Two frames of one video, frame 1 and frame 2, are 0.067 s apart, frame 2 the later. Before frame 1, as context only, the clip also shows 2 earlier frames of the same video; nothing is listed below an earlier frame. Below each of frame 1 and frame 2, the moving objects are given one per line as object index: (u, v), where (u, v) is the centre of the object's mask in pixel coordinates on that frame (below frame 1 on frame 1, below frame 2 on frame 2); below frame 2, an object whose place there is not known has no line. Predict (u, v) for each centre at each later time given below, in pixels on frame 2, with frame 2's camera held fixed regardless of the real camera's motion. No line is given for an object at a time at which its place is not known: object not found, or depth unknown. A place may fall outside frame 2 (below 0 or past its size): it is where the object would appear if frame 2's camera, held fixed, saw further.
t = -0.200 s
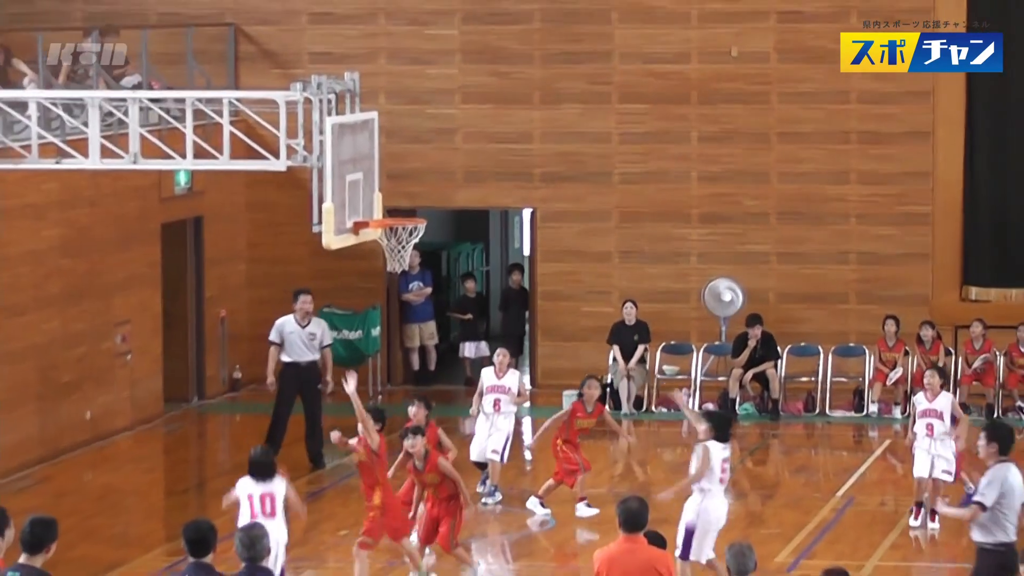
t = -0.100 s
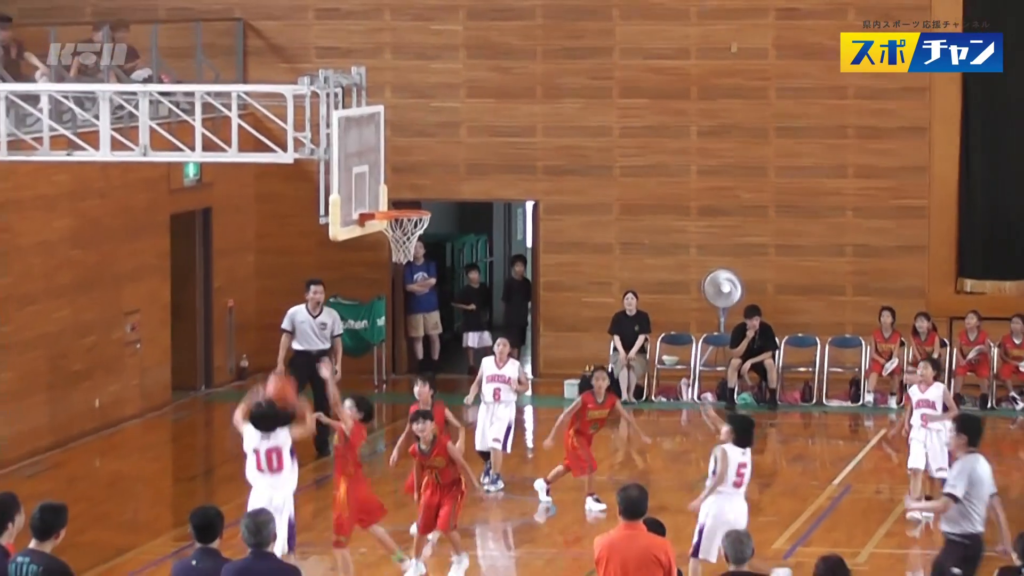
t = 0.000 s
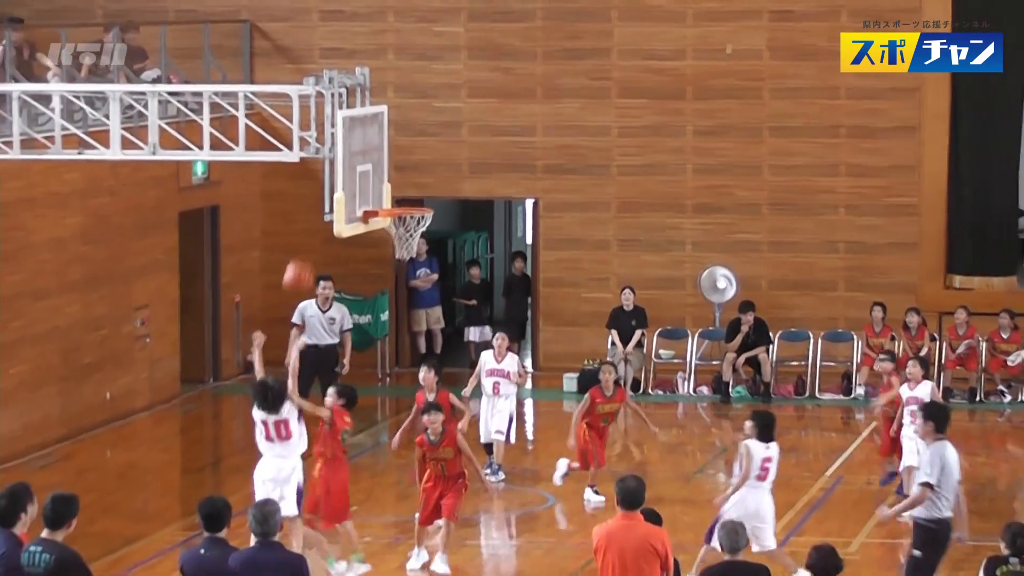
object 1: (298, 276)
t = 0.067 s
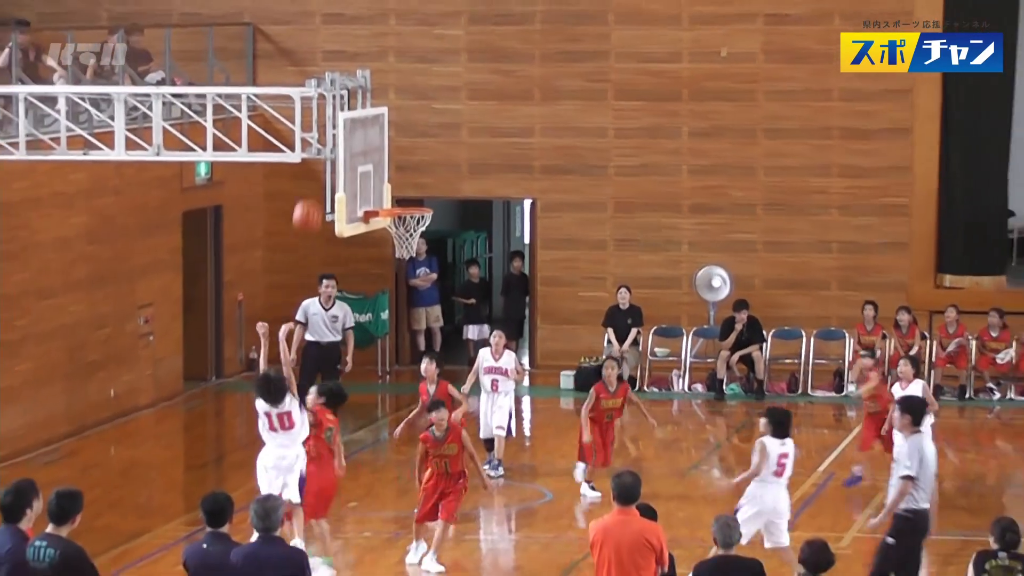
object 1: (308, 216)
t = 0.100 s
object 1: (311, 188)
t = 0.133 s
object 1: (314, 162)
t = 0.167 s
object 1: (317, 139)
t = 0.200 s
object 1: (322, 115)
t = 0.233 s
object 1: (326, 93)
